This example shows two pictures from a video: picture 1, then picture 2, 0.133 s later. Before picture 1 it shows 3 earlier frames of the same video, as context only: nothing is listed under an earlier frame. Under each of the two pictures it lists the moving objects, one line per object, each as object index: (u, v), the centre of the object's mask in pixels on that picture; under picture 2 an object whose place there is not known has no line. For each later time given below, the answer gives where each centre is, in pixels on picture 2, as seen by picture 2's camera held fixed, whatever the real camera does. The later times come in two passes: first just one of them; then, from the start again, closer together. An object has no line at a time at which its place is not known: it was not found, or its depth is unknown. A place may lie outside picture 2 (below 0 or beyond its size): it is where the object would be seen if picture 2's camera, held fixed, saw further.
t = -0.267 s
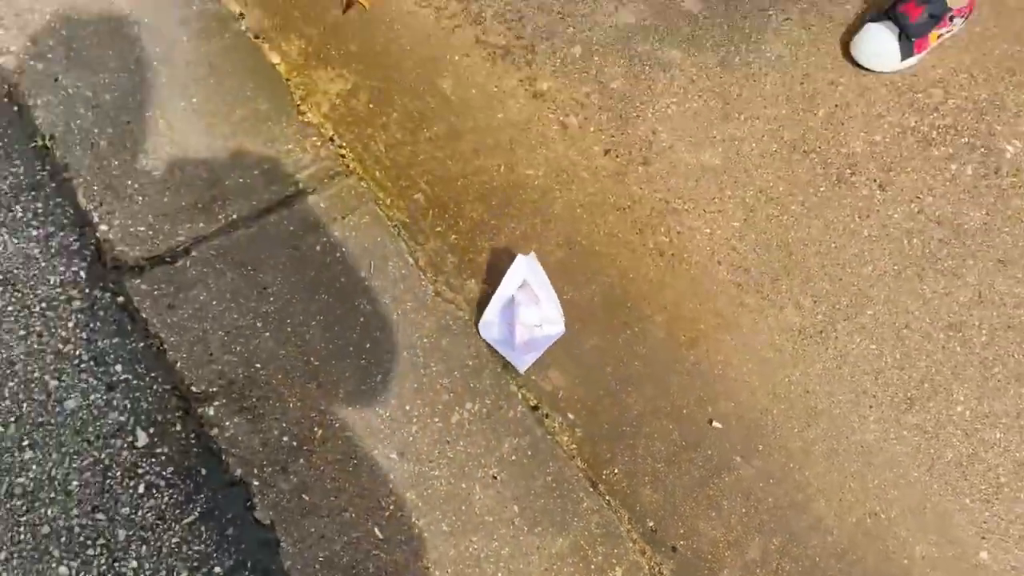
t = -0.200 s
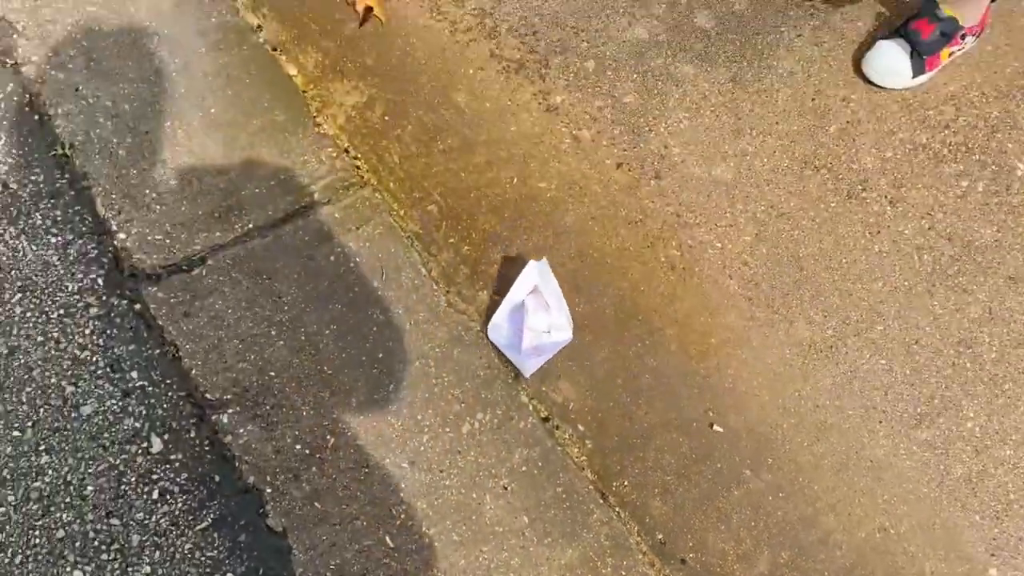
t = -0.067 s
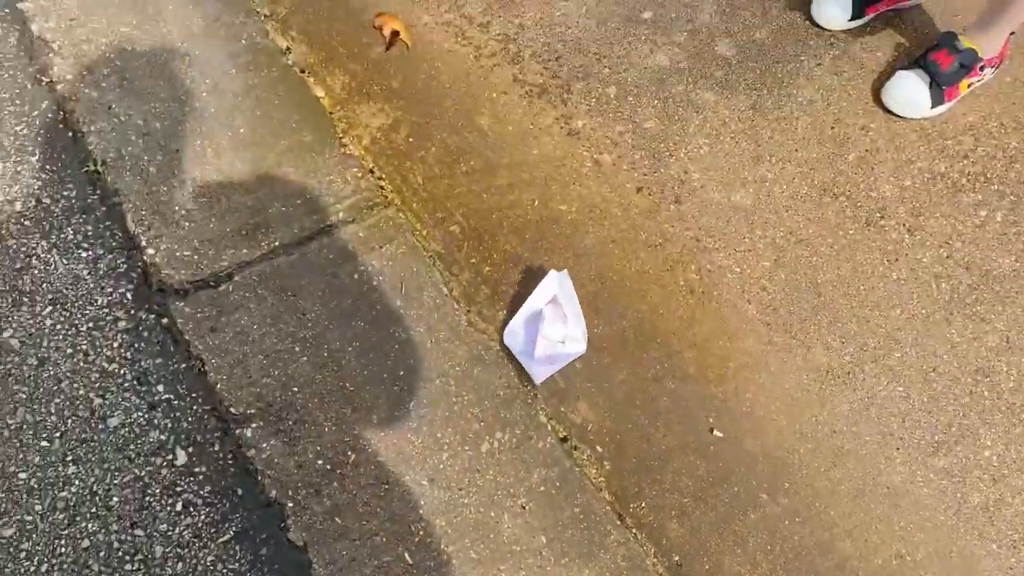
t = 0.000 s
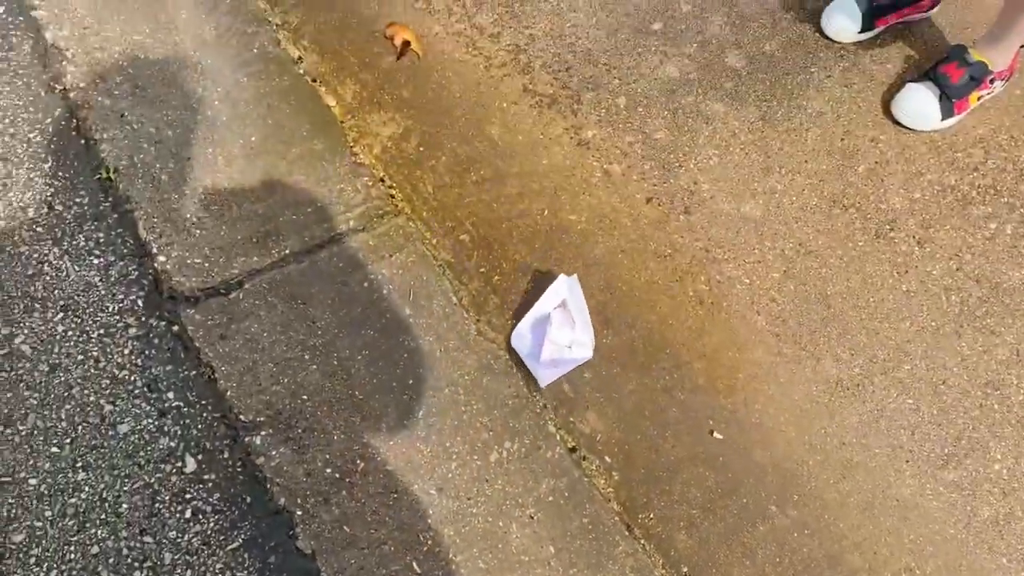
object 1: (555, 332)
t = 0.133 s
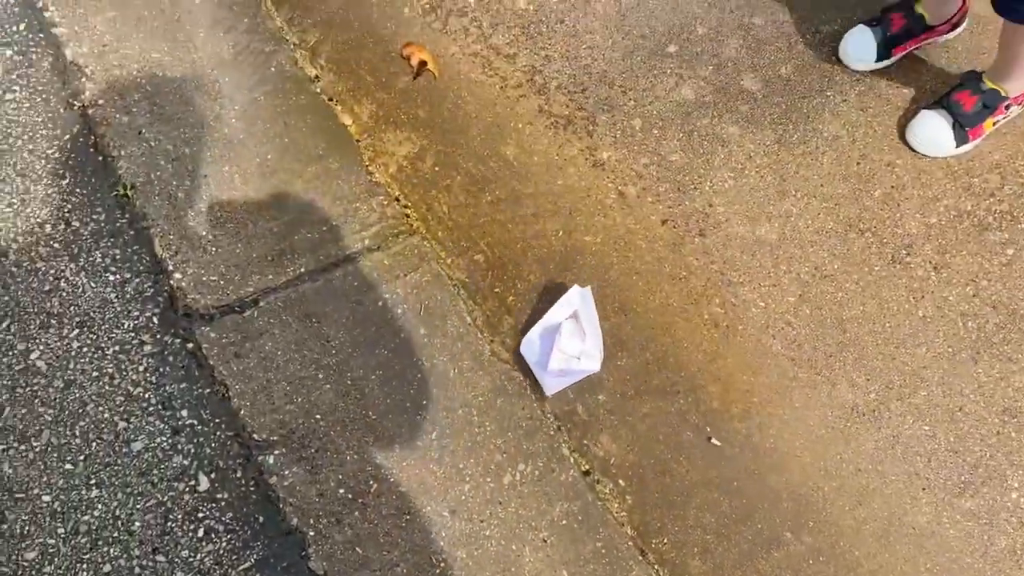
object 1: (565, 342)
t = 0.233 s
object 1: (560, 333)
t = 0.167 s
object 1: (564, 339)
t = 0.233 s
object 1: (560, 333)
